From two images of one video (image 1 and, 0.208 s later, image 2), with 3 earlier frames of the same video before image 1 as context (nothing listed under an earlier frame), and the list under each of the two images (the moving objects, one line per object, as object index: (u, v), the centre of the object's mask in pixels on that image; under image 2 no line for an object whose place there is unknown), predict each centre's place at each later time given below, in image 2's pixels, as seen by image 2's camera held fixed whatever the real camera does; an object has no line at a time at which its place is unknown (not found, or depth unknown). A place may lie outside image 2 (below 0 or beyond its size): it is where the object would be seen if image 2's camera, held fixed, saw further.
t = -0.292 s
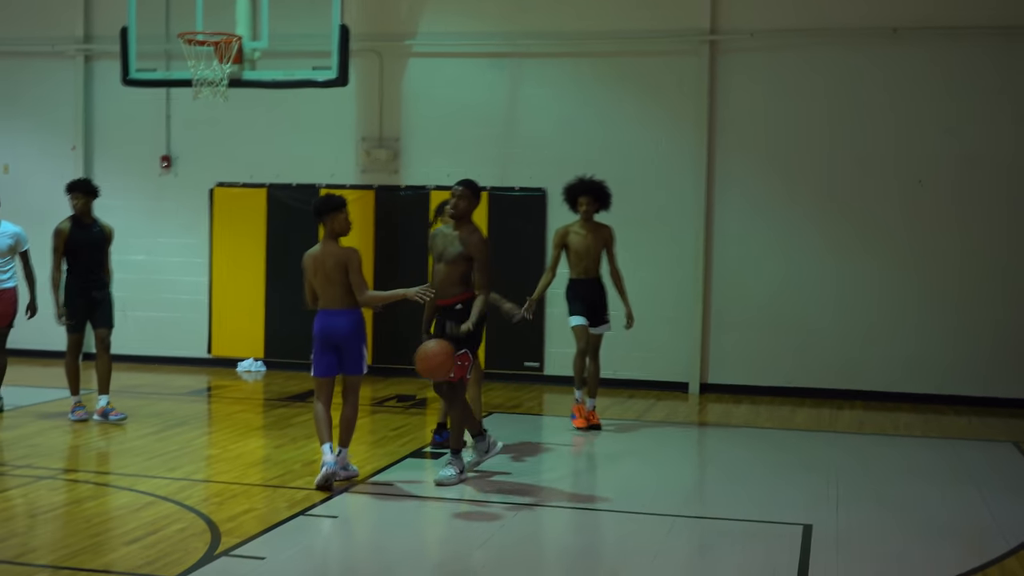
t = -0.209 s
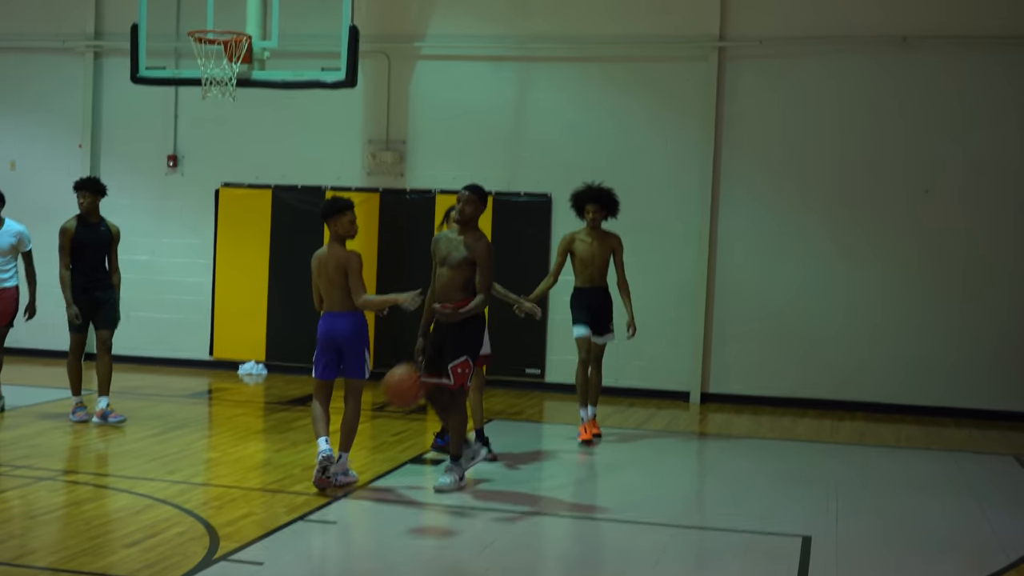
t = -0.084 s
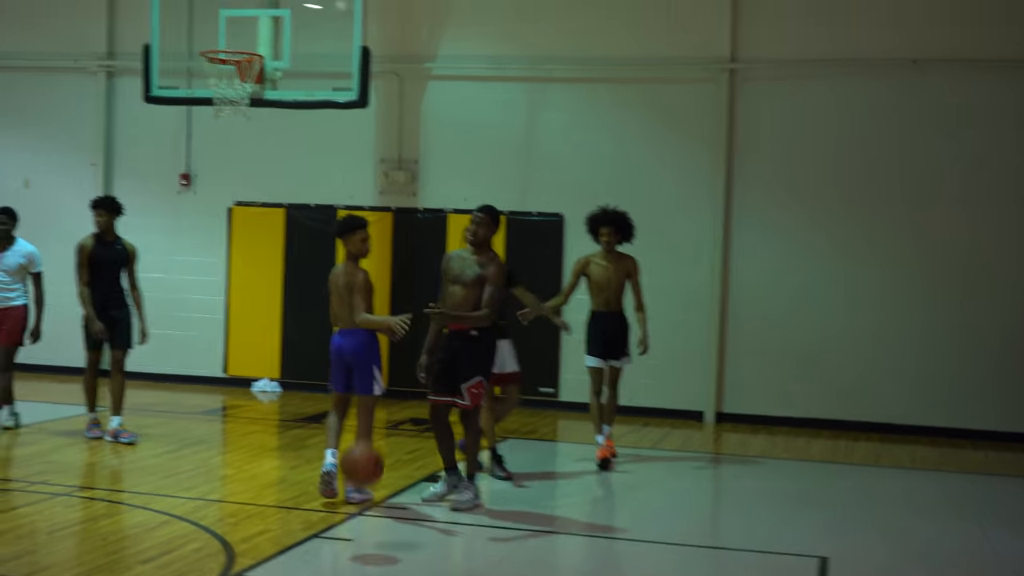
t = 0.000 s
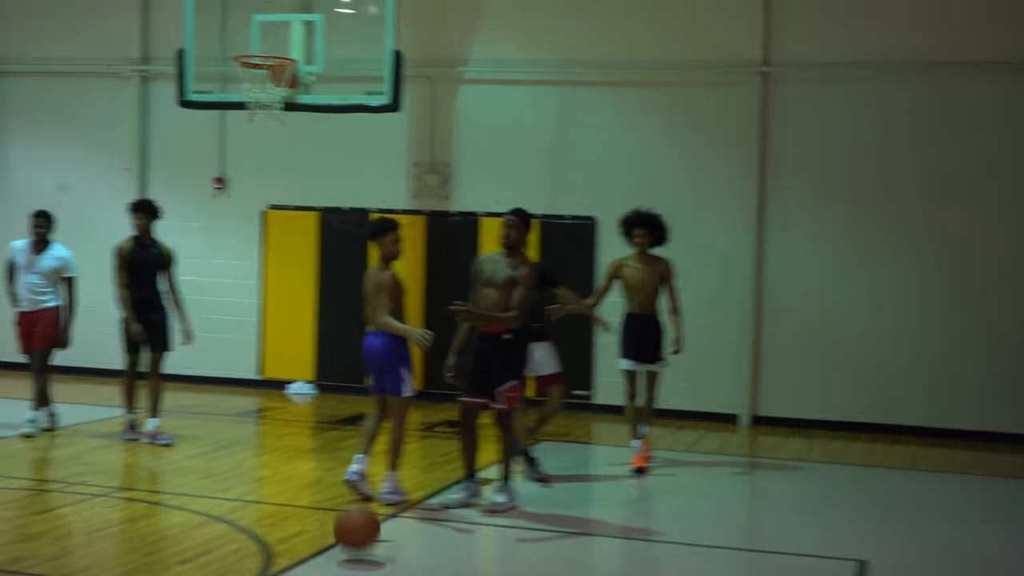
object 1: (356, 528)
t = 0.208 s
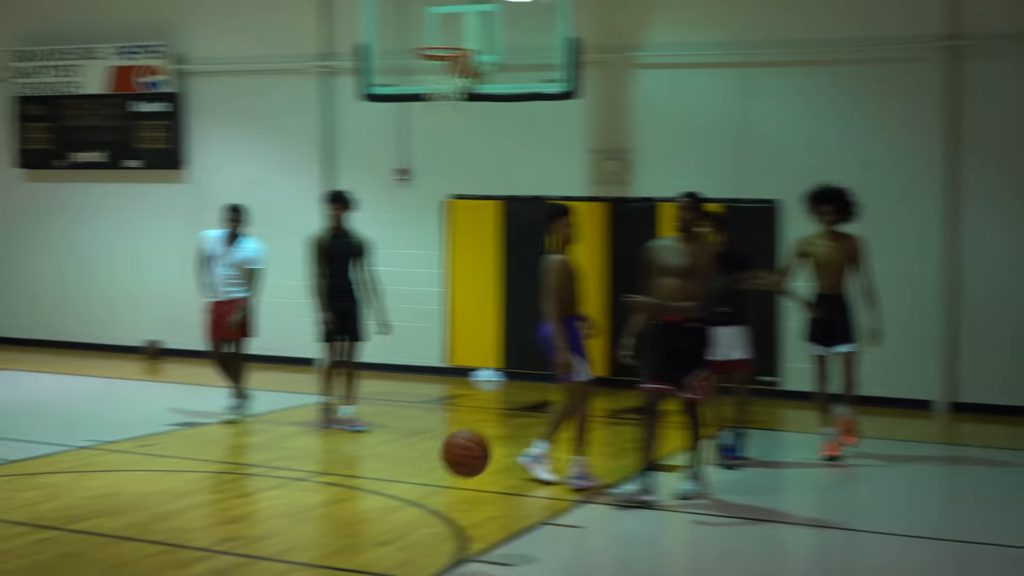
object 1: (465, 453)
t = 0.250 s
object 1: (448, 444)
